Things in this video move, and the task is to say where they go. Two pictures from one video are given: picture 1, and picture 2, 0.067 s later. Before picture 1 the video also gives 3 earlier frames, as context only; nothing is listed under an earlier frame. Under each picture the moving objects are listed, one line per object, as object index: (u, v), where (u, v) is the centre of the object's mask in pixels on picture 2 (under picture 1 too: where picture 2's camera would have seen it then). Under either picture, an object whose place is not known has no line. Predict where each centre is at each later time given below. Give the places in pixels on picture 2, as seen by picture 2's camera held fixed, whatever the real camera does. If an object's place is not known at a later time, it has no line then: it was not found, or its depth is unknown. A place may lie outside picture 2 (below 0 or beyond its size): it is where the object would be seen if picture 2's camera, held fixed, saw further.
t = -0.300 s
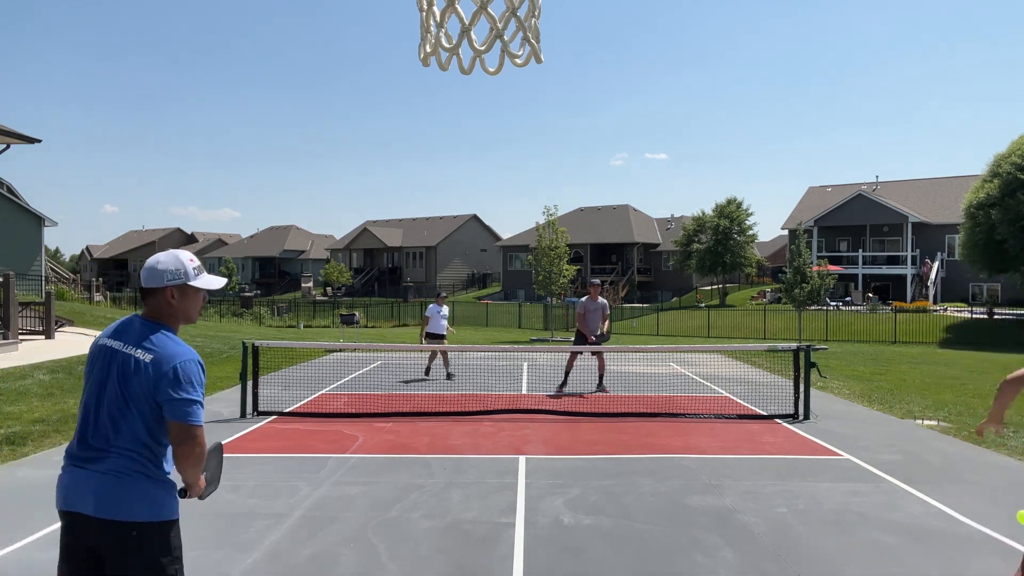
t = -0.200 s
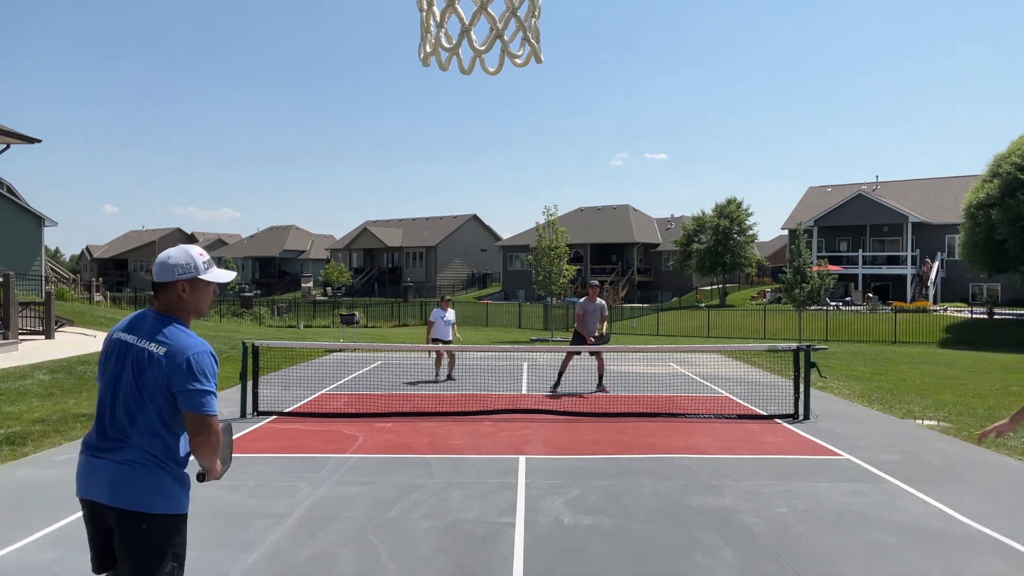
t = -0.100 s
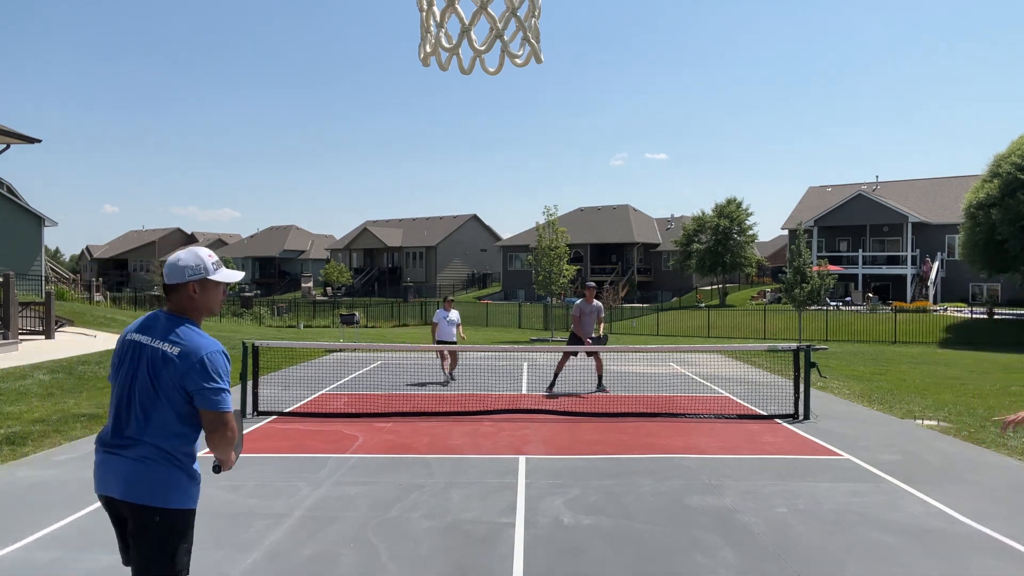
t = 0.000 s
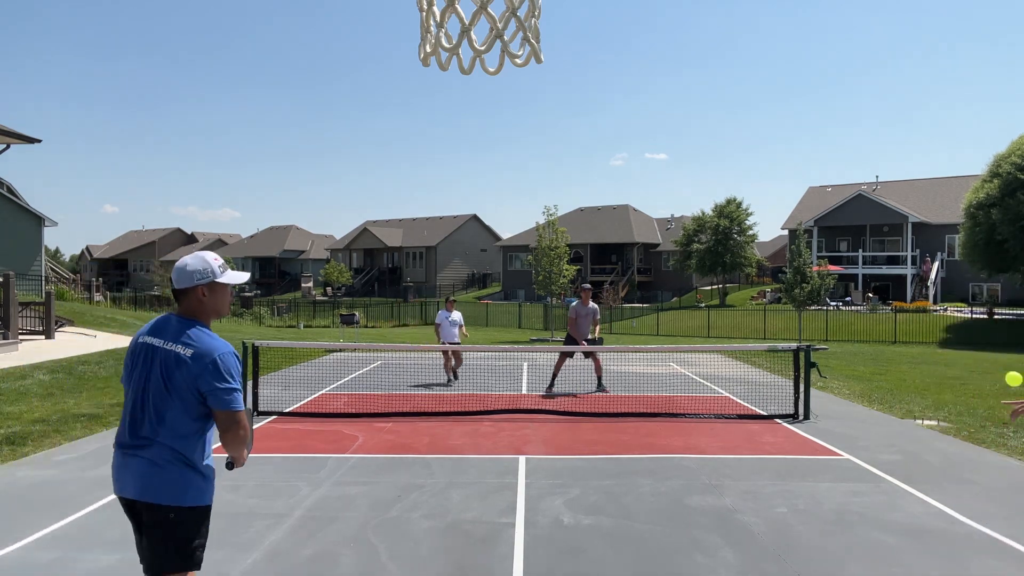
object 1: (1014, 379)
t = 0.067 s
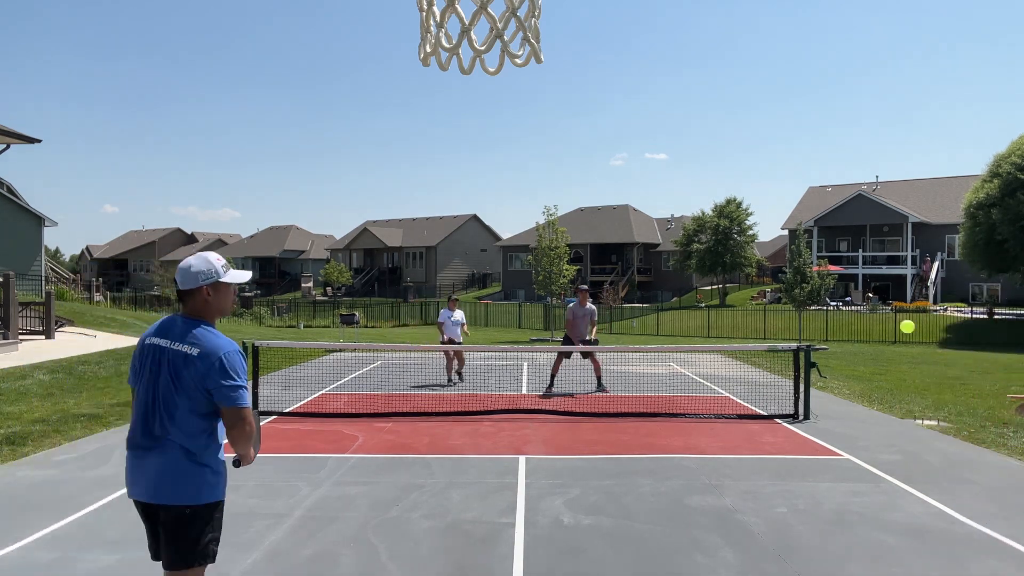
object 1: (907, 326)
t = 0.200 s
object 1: (760, 272)
